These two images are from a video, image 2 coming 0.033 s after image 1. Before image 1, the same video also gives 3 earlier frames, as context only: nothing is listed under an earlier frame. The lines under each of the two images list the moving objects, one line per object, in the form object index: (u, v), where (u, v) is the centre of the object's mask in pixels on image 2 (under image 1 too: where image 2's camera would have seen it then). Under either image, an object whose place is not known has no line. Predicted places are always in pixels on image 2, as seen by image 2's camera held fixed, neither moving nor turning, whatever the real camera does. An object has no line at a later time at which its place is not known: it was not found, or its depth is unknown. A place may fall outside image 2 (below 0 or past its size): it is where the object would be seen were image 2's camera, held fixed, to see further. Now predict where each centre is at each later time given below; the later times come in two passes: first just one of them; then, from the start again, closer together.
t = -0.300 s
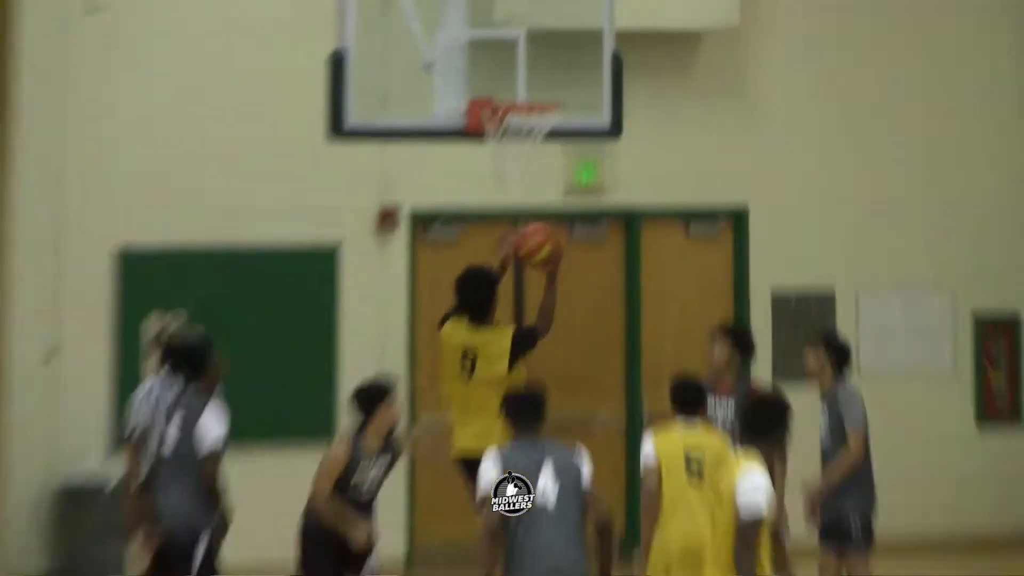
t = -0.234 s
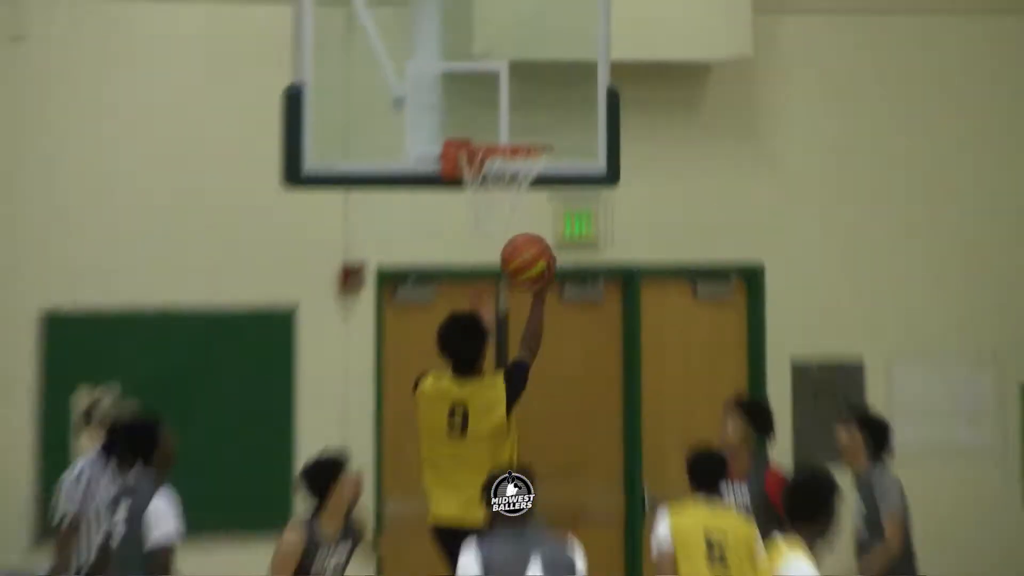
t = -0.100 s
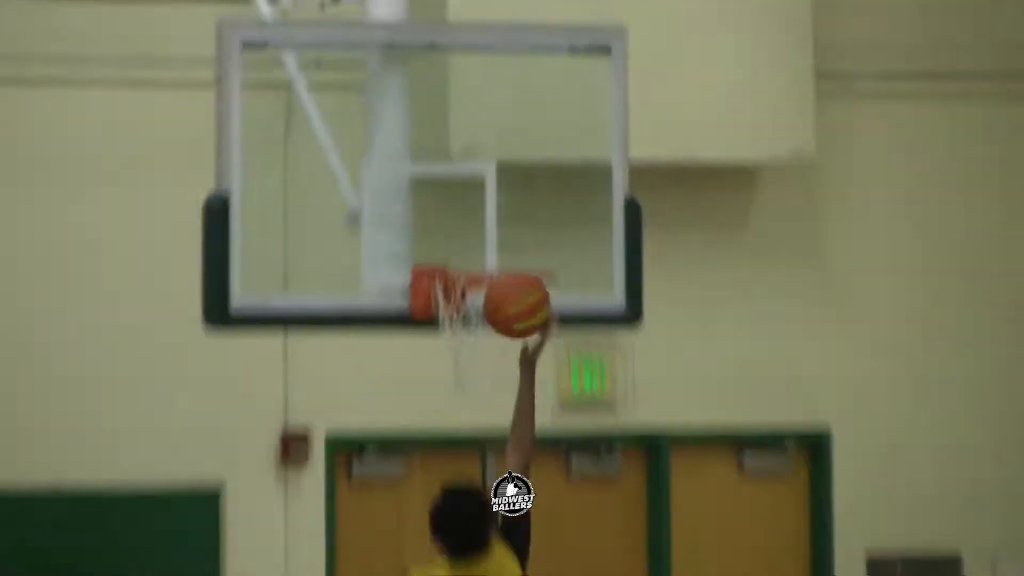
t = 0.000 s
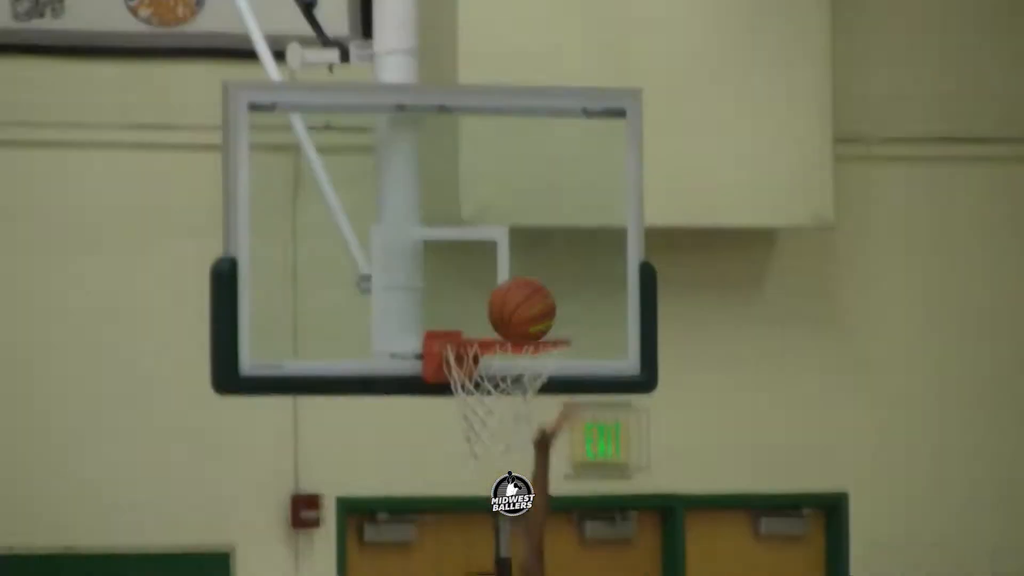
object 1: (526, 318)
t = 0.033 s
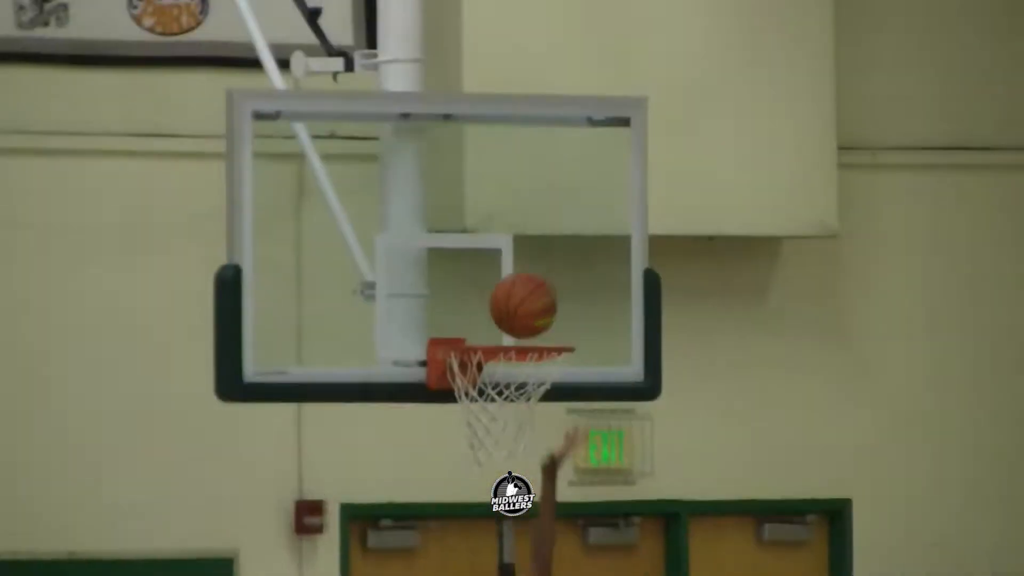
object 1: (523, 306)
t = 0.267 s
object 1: (508, 298)
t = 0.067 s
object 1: (521, 296)
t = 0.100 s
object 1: (519, 288)
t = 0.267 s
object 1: (508, 298)
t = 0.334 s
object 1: (503, 318)
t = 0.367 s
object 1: (503, 338)
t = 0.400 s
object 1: (499, 358)
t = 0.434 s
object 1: (499, 383)
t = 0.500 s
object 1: (497, 420)
